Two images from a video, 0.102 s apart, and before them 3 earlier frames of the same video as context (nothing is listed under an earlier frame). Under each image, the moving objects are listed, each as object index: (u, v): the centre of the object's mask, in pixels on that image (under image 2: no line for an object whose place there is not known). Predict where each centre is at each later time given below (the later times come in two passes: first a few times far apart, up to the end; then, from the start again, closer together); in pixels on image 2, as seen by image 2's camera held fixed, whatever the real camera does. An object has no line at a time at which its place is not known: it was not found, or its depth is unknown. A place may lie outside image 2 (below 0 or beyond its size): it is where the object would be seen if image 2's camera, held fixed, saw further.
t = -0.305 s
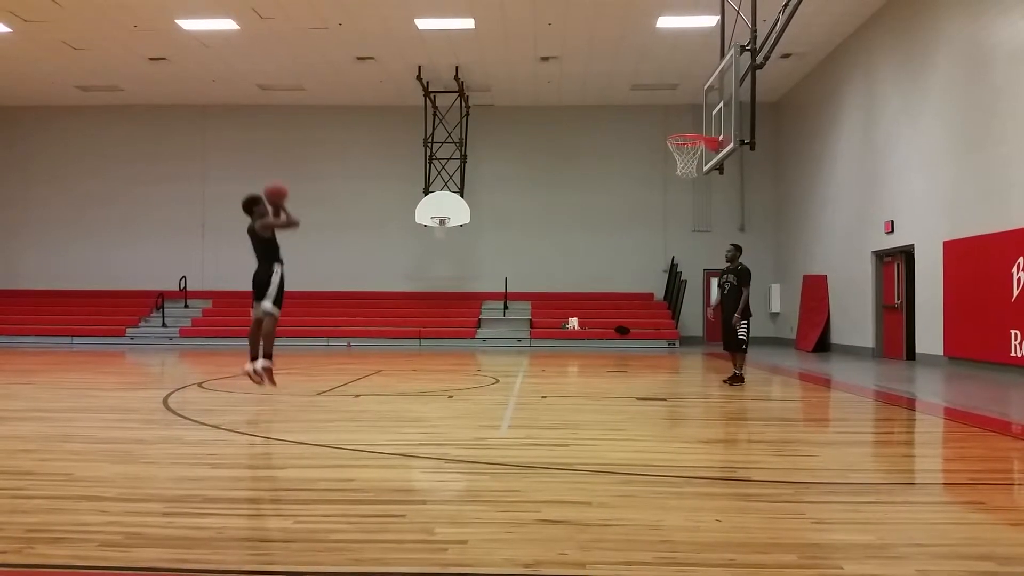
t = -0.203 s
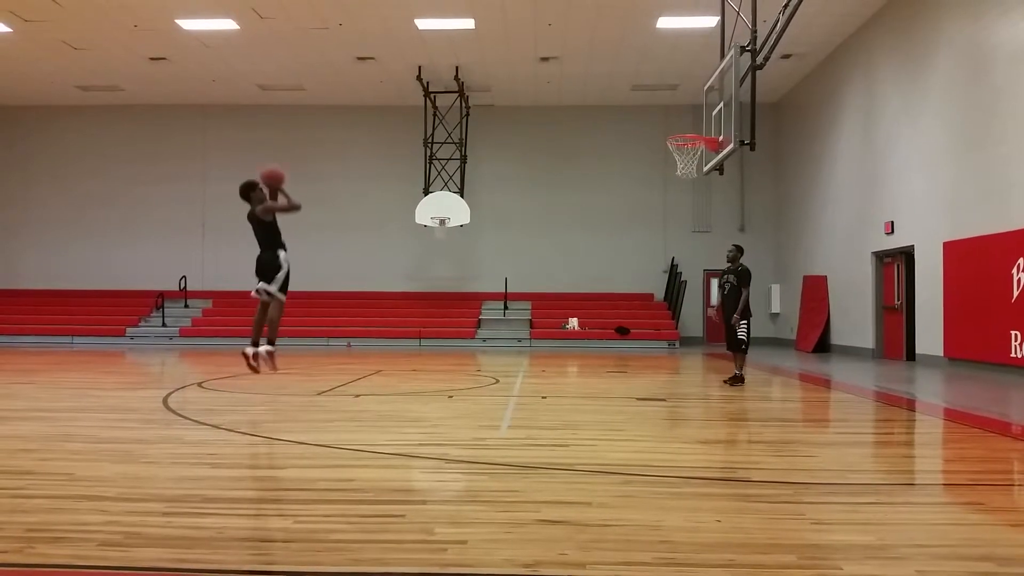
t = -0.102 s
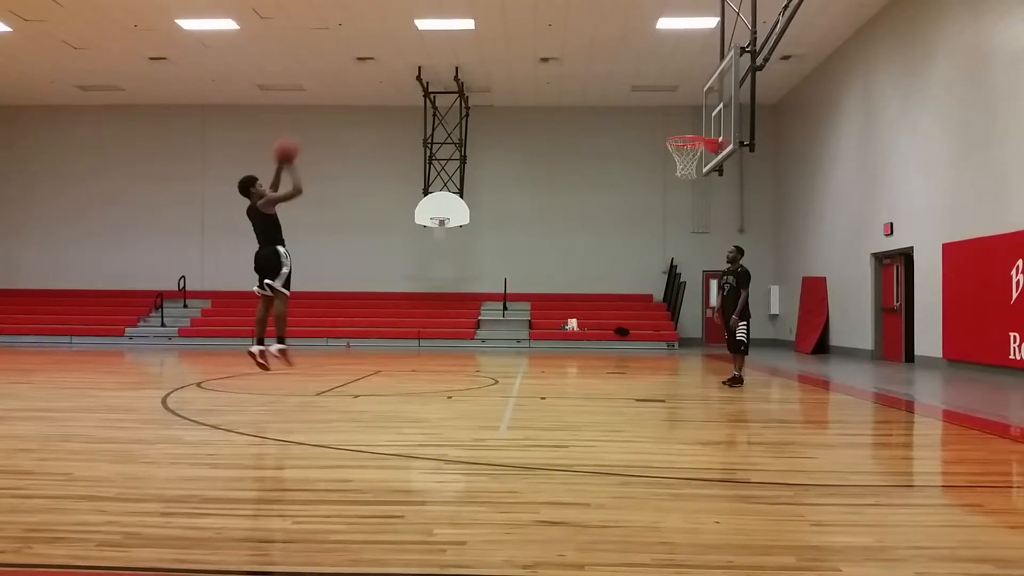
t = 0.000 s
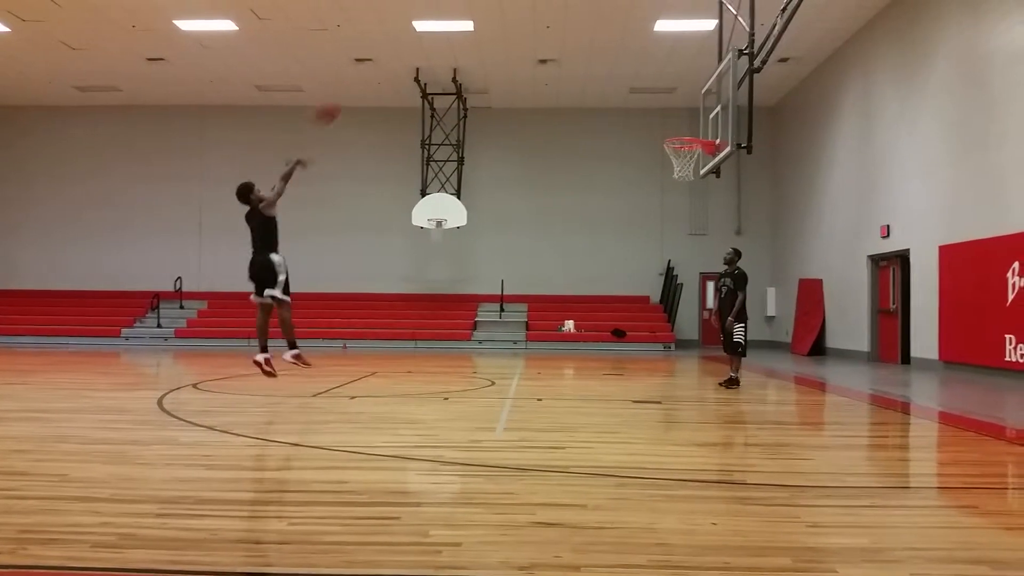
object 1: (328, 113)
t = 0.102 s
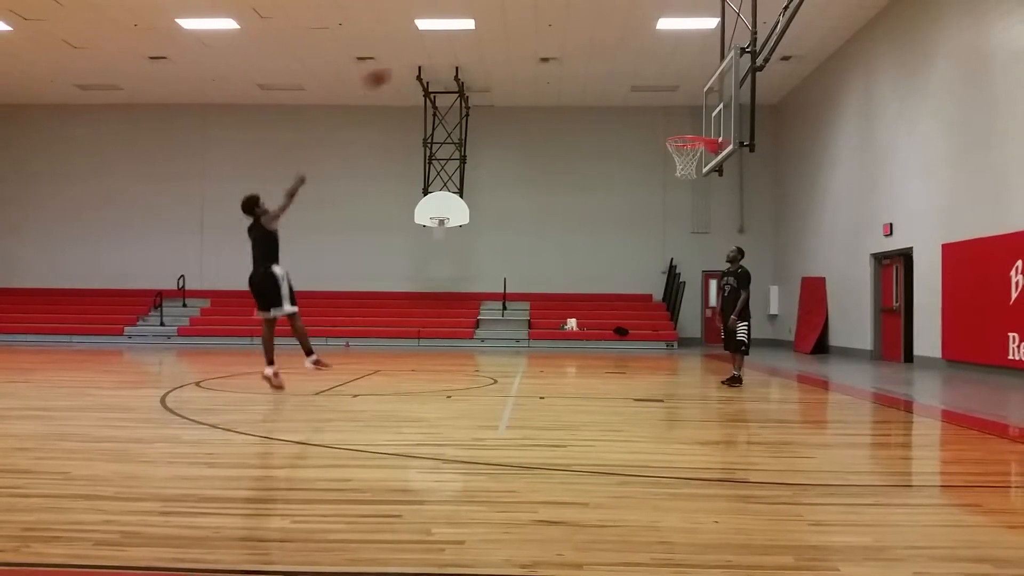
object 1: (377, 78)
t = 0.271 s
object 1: (450, 44)
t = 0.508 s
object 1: (546, 39)
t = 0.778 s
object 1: (643, 87)
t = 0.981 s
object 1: (685, 143)
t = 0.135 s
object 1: (391, 69)
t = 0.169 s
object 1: (406, 61)
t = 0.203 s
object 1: (422, 54)
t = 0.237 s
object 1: (435, 48)
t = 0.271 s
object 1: (450, 44)
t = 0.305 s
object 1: (465, 41)
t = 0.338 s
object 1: (479, 38)
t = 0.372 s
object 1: (493, 37)
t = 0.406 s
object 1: (506, 36)
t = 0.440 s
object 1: (519, 36)
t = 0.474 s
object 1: (533, 37)
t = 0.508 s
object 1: (546, 39)
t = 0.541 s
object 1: (559, 42)
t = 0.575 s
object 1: (571, 46)
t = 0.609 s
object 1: (584, 52)
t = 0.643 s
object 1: (597, 58)
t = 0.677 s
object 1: (609, 63)
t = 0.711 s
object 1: (621, 71)
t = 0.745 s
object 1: (631, 79)
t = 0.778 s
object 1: (643, 87)
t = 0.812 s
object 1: (656, 97)
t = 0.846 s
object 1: (668, 105)
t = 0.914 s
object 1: (688, 125)
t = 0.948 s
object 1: (694, 132)
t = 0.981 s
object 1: (685, 143)
